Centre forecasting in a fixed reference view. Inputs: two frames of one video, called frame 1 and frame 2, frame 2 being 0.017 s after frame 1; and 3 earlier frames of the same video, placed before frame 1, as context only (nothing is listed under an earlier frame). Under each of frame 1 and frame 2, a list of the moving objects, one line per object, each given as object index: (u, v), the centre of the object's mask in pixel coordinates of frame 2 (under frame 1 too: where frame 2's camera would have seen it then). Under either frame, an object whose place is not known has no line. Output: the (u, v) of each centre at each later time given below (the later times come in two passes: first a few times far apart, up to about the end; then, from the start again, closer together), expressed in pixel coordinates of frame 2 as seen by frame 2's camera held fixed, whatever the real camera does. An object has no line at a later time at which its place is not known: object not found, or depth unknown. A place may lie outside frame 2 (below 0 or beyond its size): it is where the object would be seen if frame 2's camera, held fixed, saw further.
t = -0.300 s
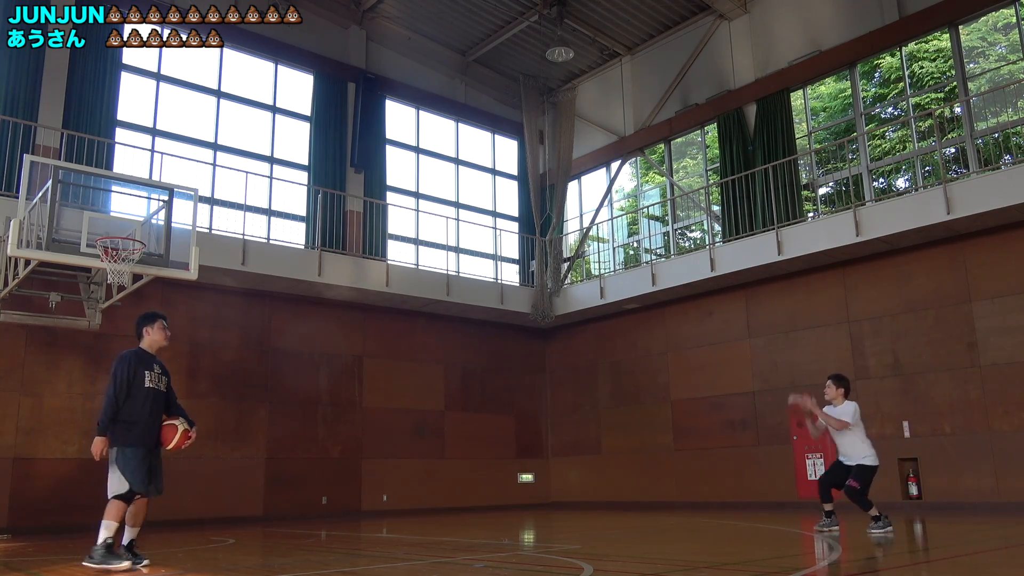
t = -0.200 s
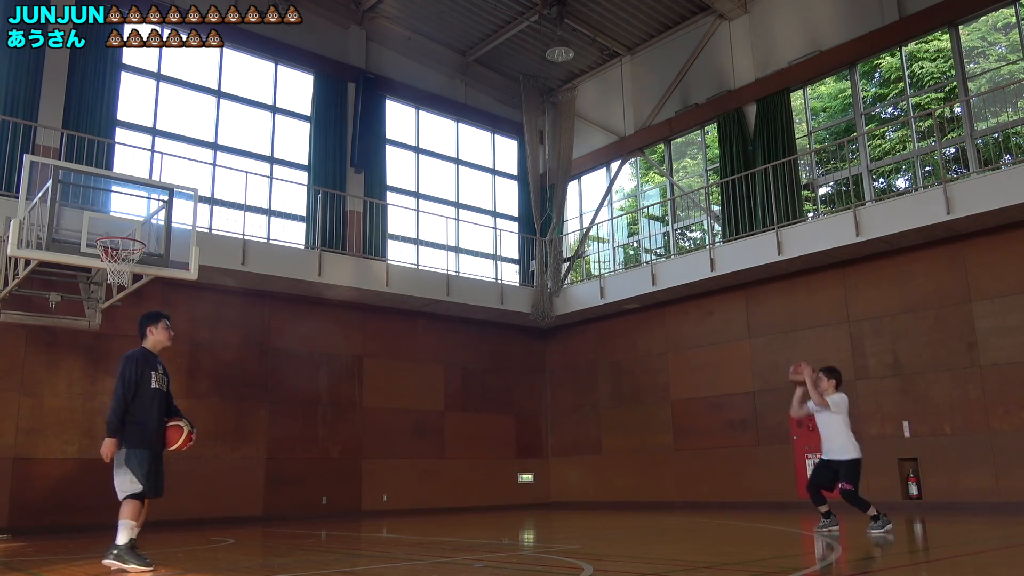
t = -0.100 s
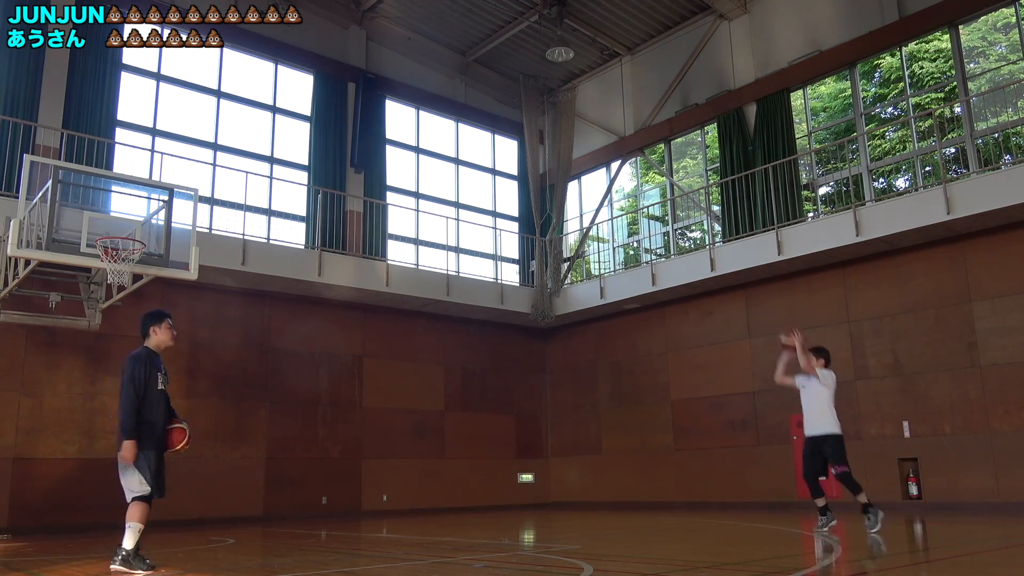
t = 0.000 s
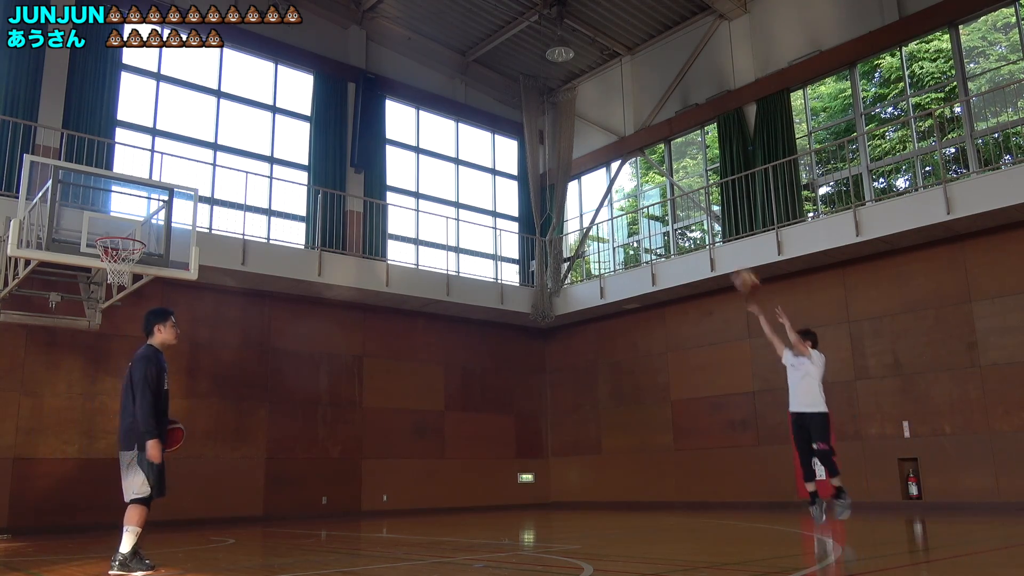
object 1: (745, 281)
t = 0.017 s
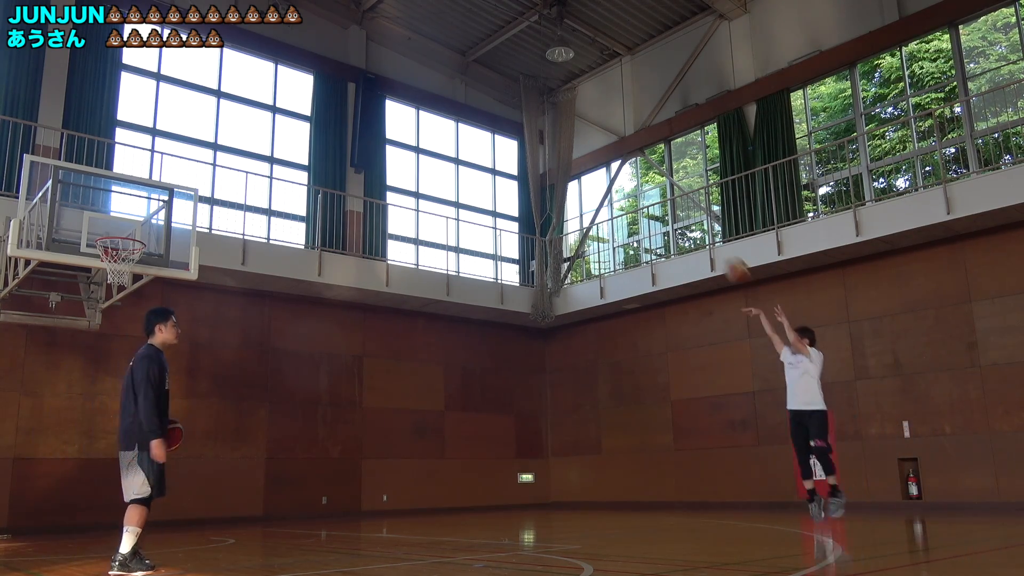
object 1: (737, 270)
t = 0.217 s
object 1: (624, 170)
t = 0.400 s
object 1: (528, 116)
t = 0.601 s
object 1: (433, 89)
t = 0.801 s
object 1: (340, 97)
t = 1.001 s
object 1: (253, 137)
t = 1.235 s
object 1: (145, 227)
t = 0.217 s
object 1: (624, 170)
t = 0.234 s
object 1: (614, 162)
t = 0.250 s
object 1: (603, 157)
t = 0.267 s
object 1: (599, 153)
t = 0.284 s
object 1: (588, 146)
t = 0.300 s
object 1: (580, 141)
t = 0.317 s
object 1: (569, 137)
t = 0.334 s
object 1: (562, 131)
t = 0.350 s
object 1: (553, 127)
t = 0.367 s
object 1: (546, 122)
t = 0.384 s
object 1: (536, 118)
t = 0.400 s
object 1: (528, 116)
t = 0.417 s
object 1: (519, 112)
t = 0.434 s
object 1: (512, 109)
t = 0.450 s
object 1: (504, 106)
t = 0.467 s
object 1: (496, 103)
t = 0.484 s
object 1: (487, 100)
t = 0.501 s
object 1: (479, 98)
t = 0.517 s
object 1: (472, 96)
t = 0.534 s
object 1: (463, 95)
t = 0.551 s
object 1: (455, 93)
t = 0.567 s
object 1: (448, 91)
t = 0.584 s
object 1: (440, 91)
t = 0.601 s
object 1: (433, 89)
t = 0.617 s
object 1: (424, 89)
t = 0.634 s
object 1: (418, 89)
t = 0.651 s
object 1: (410, 89)
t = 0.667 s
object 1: (403, 89)
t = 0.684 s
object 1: (396, 88)
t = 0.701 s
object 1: (387, 89)
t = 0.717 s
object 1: (379, 90)
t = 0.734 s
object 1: (372, 91)
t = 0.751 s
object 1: (365, 92)
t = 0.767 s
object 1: (358, 93)
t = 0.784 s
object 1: (350, 95)
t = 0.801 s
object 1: (340, 97)
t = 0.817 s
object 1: (335, 99)
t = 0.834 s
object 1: (328, 101)
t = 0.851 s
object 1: (322, 104)
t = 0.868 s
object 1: (315, 106)
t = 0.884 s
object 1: (307, 110)
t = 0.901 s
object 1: (298, 113)
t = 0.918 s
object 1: (290, 116)
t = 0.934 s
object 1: (282, 119)
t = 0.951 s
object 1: (275, 124)
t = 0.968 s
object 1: (268, 128)
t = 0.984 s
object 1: (260, 132)
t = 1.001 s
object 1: (253, 137)
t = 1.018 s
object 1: (245, 142)
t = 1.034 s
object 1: (238, 147)
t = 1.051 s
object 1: (229, 152)
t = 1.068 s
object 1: (223, 157)
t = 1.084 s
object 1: (215, 164)
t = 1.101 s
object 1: (207, 169)
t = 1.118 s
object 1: (200, 176)
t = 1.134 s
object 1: (192, 183)
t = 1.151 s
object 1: (184, 190)
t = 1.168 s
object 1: (176, 195)
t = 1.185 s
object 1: (169, 202)
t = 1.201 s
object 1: (161, 210)
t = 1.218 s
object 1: (152, 219)
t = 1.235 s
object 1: (145, 227)
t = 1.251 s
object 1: (139, 233)
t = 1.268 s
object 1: (133, 236)
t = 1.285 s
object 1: (123, 241)
